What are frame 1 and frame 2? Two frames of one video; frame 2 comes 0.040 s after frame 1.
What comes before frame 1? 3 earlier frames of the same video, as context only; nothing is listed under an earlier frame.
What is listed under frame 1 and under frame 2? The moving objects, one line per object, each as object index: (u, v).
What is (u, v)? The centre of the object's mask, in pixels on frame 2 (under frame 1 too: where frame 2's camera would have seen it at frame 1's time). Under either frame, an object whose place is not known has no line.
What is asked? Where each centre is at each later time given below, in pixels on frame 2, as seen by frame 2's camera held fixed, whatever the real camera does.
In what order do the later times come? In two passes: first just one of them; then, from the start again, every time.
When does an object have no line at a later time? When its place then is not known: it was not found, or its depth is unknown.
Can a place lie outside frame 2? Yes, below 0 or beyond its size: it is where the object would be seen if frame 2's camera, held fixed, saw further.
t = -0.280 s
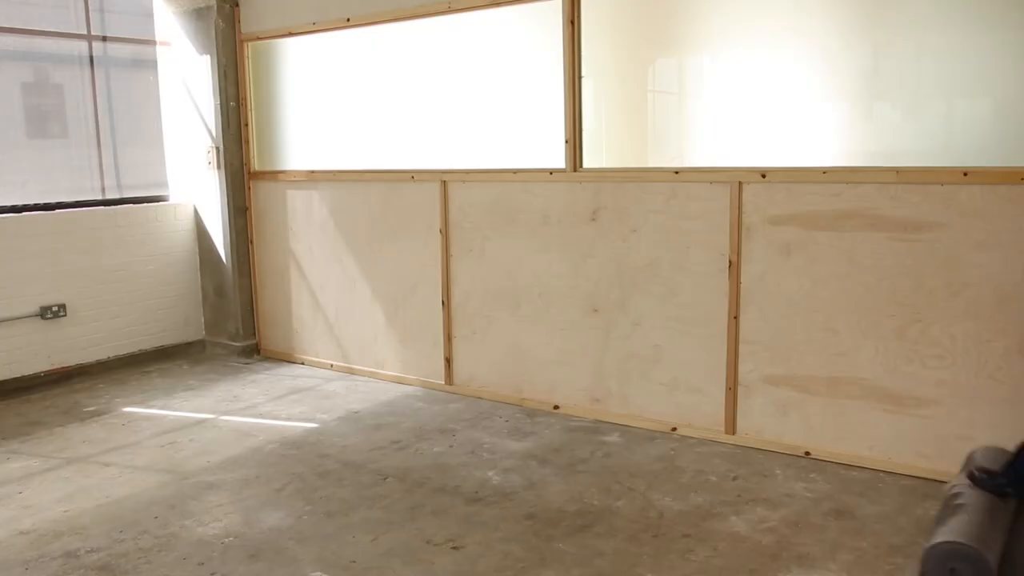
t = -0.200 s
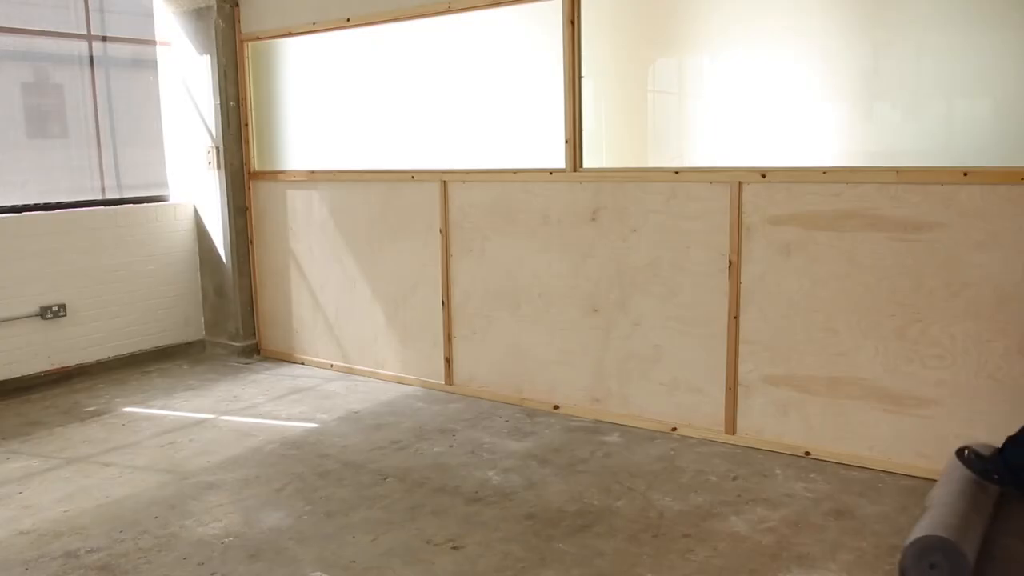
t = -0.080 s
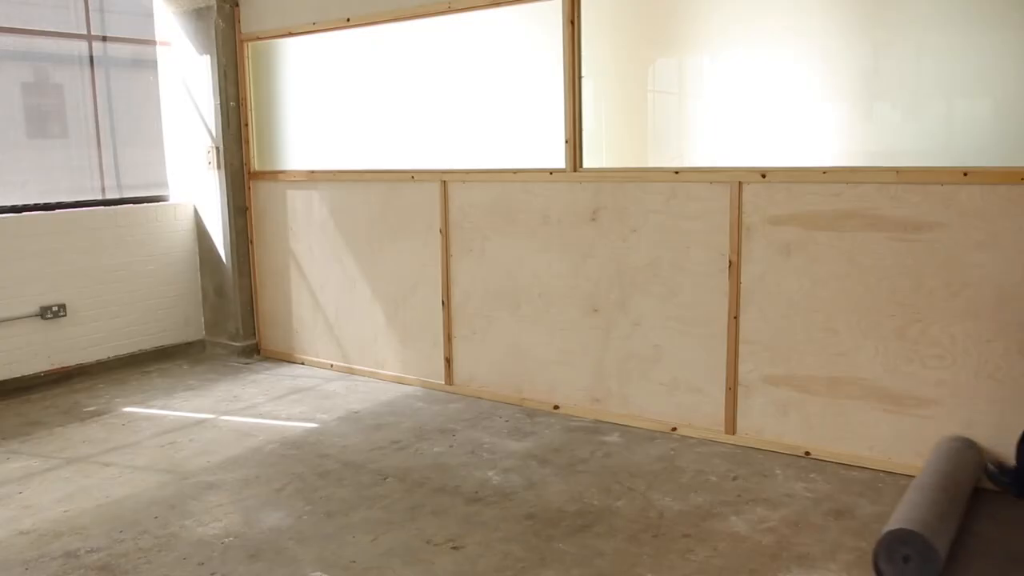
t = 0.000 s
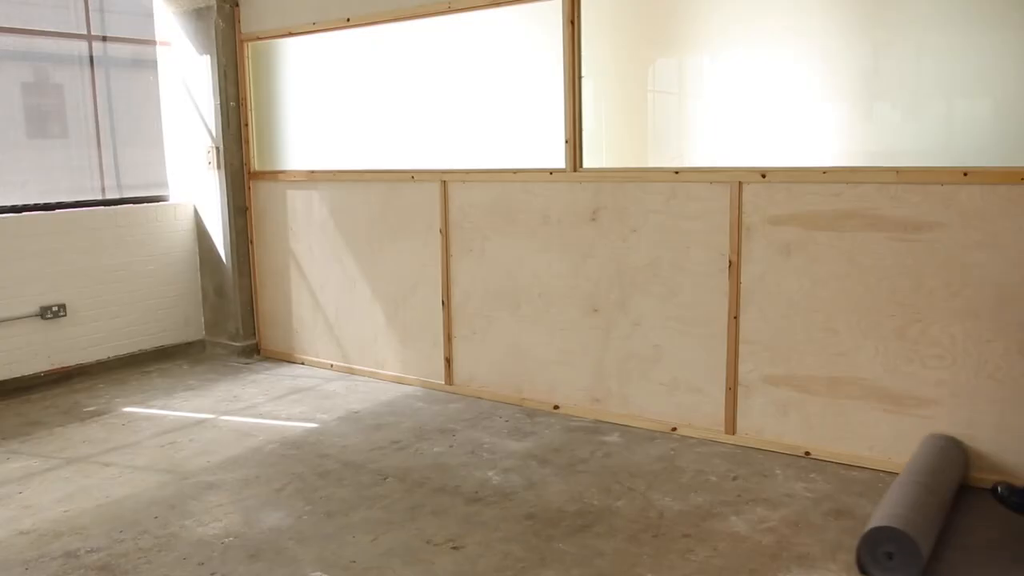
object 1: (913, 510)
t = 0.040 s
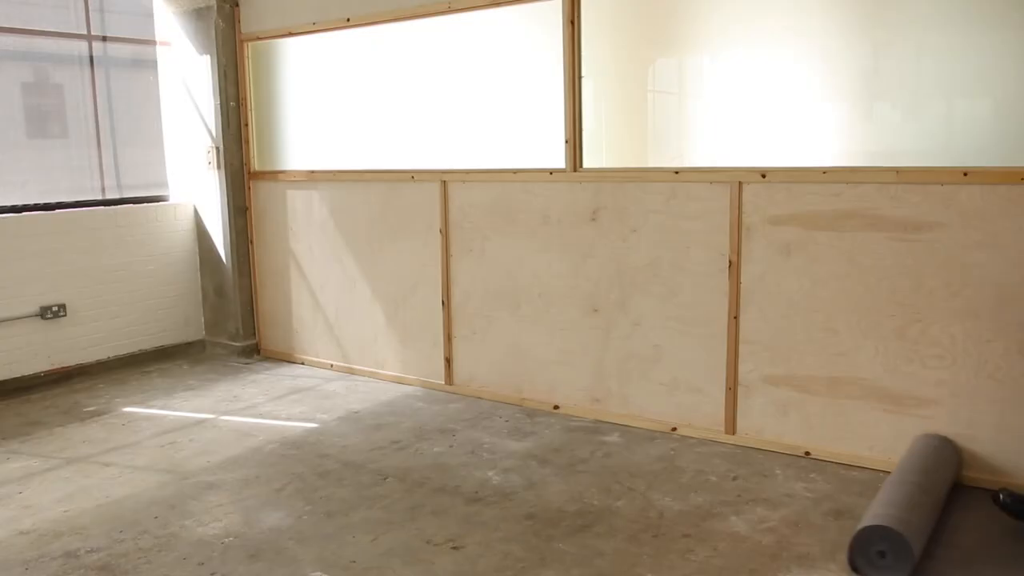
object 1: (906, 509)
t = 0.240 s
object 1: (868, 503)
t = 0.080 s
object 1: (898, 509)
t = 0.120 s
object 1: (891, 508)
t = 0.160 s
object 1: (883, 507)
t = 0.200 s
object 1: (875, 506)
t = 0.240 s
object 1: (868, 503)
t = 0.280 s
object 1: (861, 502)
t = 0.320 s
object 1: (855, 500)
